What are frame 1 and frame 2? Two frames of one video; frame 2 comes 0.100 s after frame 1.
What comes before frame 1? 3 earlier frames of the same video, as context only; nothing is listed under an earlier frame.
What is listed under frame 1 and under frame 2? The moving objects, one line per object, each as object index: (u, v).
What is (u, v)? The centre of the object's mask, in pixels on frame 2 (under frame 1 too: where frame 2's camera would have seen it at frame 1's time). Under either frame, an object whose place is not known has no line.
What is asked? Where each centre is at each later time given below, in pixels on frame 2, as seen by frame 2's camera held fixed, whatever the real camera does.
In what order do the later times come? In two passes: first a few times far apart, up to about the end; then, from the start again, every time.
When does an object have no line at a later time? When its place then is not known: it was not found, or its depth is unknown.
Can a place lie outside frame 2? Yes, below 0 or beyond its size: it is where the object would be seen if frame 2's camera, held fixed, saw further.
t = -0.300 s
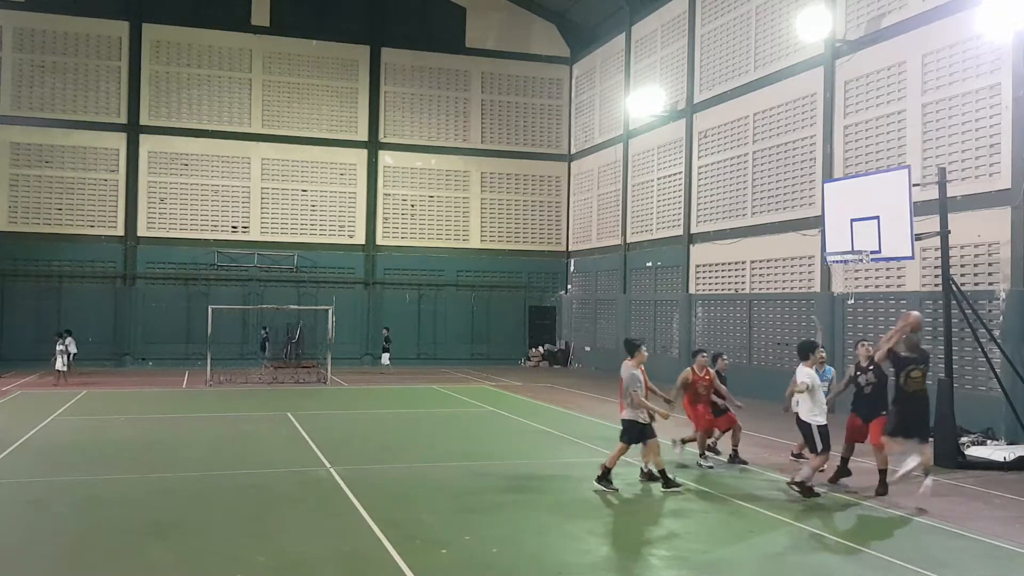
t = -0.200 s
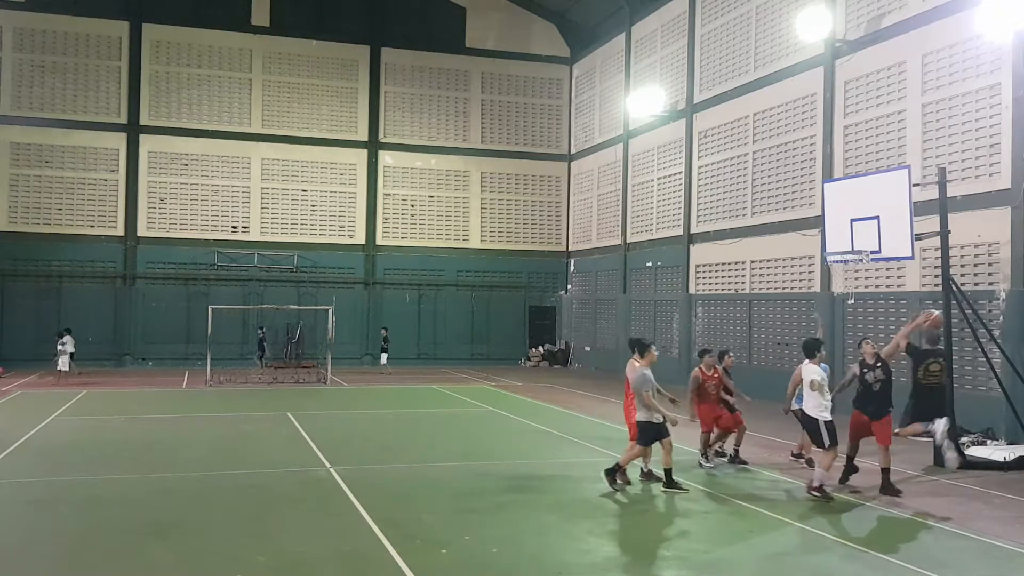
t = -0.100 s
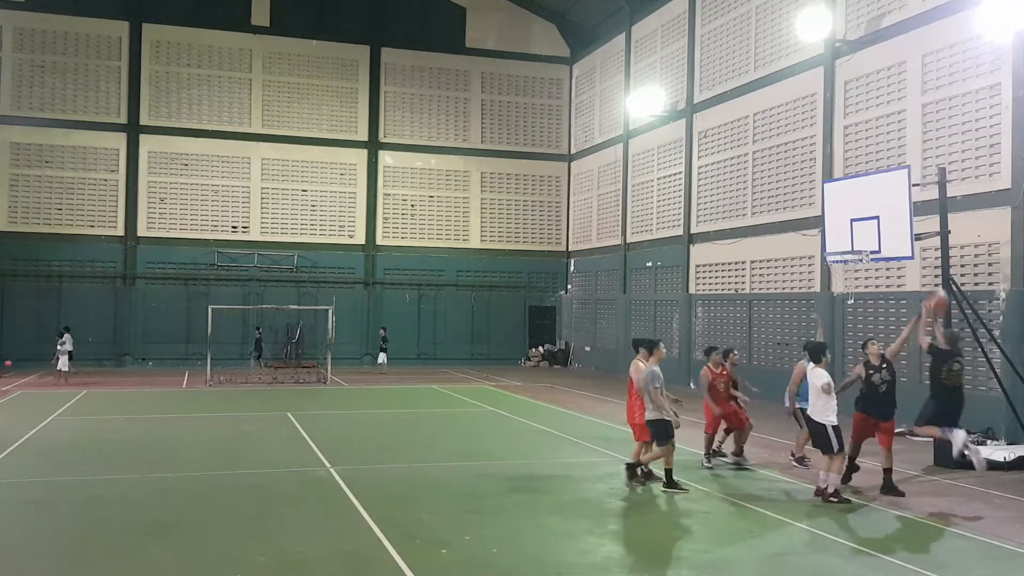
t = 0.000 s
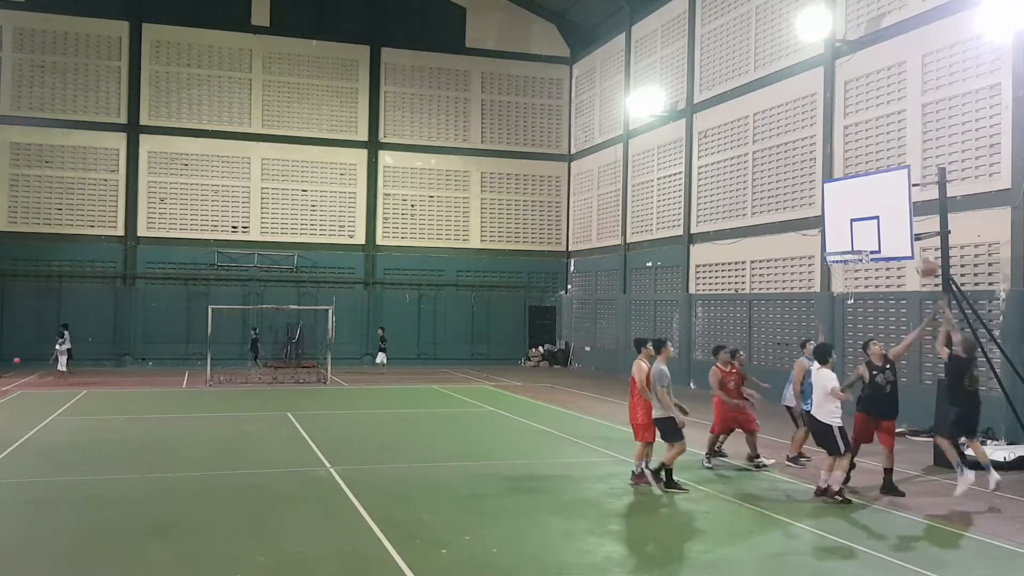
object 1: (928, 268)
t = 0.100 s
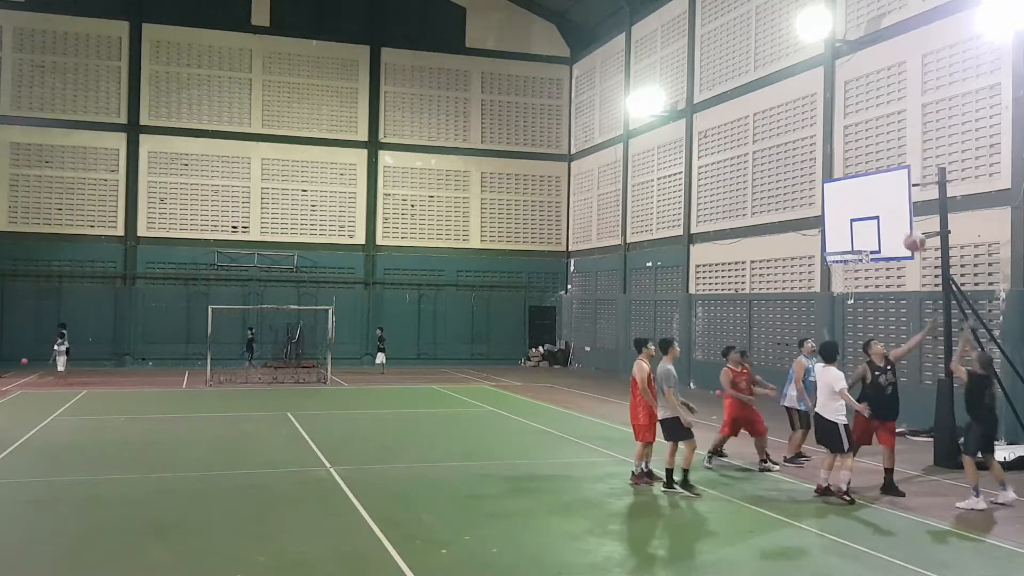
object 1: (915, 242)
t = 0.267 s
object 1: (895, 220)
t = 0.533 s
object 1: (868, 231)
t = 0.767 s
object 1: (851, 231)
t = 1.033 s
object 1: (837, 246)
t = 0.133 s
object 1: (910, 236)
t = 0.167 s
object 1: (906, 230)
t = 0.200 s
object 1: (902, 226)
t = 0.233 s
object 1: (898, 223)
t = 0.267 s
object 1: (895, 220)
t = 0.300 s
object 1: (891, 218)
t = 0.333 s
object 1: (888, 217)
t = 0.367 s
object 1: (885, 218)
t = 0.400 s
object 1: (881, 219)
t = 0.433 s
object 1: (878, 221)
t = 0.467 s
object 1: (875, 224)
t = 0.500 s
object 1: (872, 226)
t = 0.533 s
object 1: (868, 231)
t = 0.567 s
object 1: (865, 236)
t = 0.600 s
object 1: (863, 242)
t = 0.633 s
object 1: (863, 238)
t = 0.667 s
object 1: (860, 235)
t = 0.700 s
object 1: (857, 233)
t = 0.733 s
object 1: (854, 231)
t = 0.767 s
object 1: (851, 231)
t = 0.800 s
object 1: (848, 231)
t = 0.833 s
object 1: (845, 232)
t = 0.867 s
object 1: (842, 234)
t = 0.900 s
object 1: (840, 236)
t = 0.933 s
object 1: (836, 240)
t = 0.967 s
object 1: (833, 244)
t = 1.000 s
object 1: (832, 246)
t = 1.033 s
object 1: (837, 246)
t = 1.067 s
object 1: (842, 246)
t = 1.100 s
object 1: (846, 247)
